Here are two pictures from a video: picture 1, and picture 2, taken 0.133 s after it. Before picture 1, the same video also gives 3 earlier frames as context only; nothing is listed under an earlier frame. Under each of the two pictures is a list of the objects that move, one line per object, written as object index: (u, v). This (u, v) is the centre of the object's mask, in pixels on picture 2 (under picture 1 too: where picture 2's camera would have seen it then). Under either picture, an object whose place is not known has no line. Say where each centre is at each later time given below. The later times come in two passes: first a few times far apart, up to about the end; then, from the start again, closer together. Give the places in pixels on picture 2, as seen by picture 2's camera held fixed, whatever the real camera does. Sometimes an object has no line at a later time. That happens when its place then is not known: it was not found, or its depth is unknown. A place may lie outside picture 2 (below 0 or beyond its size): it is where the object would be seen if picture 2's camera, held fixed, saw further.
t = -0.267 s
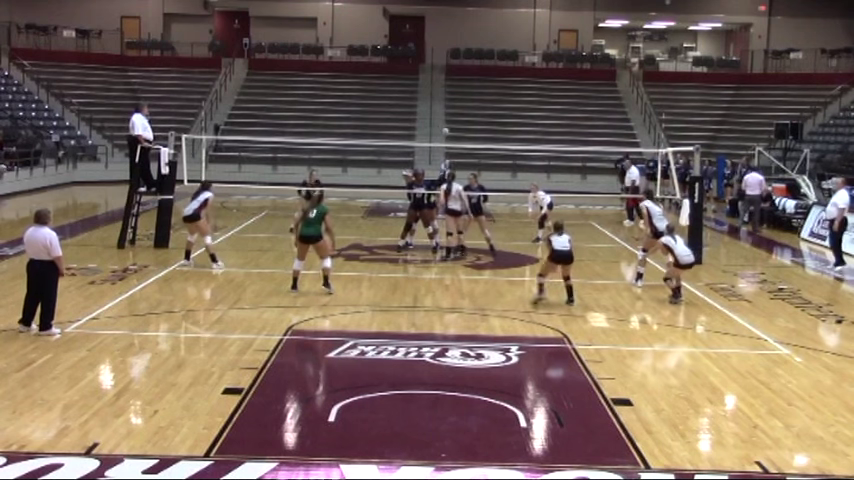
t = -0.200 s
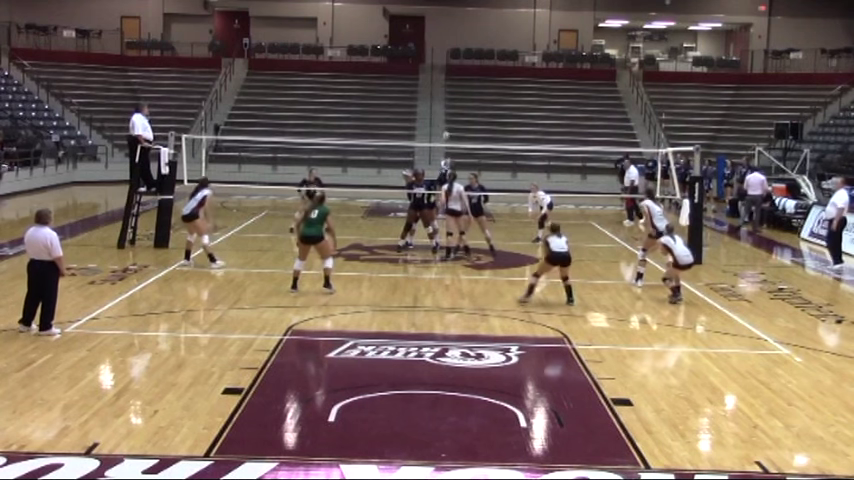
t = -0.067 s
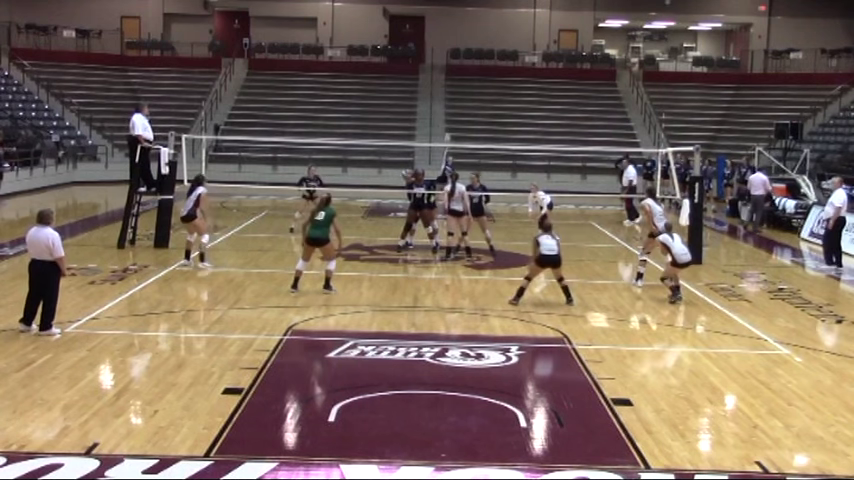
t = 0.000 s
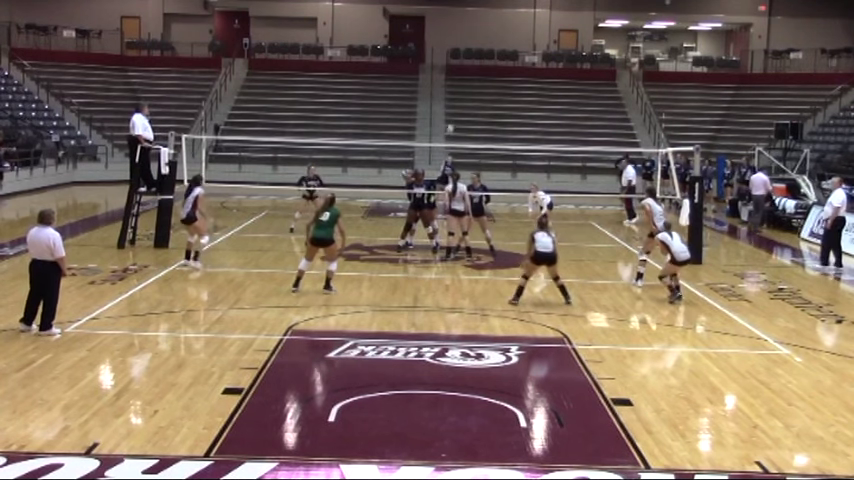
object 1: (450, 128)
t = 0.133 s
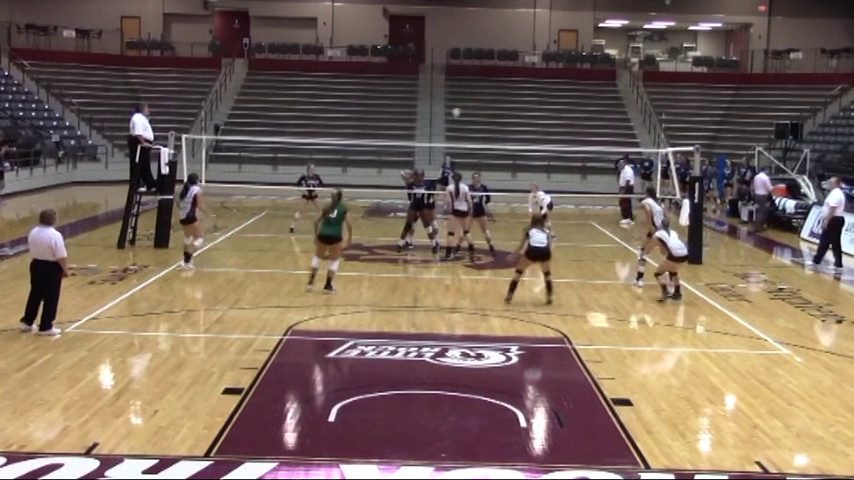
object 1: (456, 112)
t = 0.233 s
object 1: (461, 103)
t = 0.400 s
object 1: (470, 99)
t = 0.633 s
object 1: (480, 116)
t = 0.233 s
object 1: (461, 103)
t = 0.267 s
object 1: (463, 101)
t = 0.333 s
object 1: (467, 99)
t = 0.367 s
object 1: (469, 99)
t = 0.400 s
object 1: (470, 99)
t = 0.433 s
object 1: (472, 99)
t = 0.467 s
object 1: (473, 100)
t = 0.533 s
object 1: (476, 105)
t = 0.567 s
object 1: (478, 108)
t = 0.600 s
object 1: (479, 112)
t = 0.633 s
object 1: (480, 116)
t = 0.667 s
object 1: (482, 121)
